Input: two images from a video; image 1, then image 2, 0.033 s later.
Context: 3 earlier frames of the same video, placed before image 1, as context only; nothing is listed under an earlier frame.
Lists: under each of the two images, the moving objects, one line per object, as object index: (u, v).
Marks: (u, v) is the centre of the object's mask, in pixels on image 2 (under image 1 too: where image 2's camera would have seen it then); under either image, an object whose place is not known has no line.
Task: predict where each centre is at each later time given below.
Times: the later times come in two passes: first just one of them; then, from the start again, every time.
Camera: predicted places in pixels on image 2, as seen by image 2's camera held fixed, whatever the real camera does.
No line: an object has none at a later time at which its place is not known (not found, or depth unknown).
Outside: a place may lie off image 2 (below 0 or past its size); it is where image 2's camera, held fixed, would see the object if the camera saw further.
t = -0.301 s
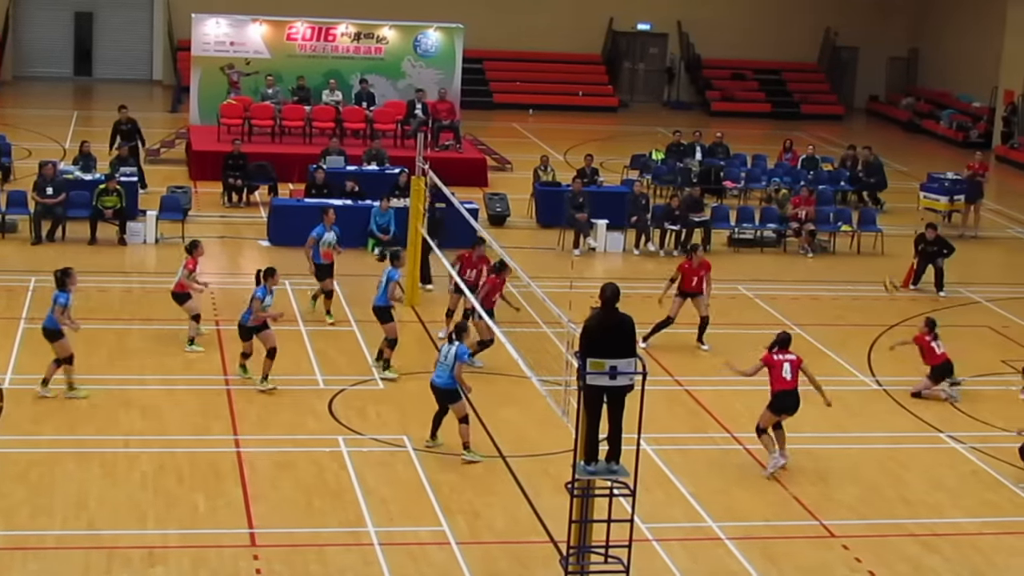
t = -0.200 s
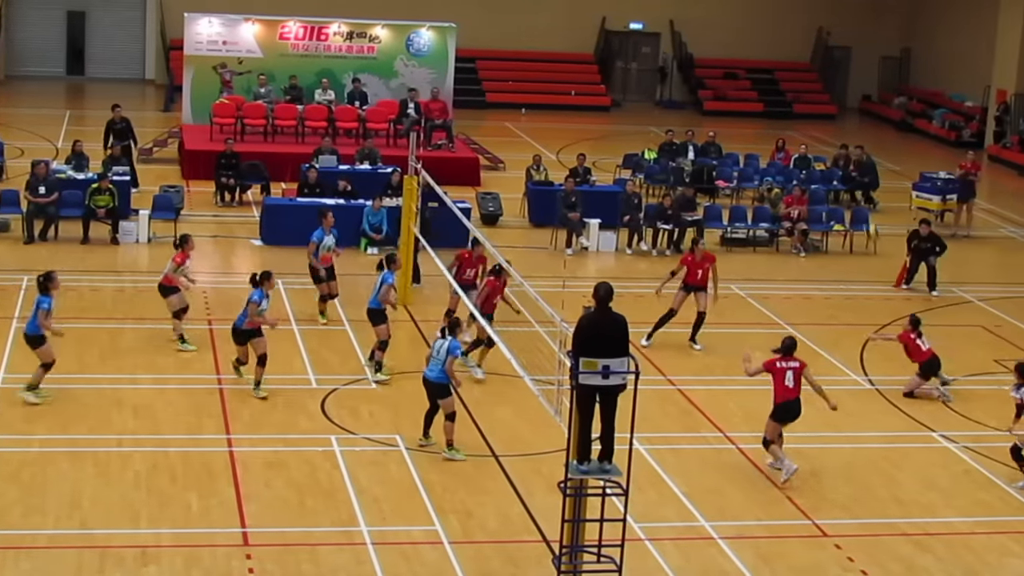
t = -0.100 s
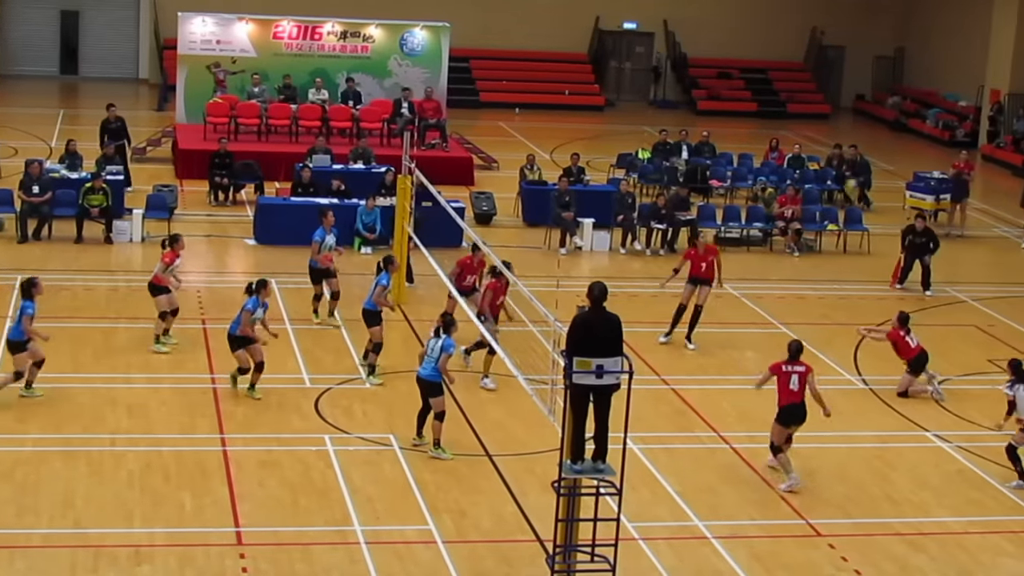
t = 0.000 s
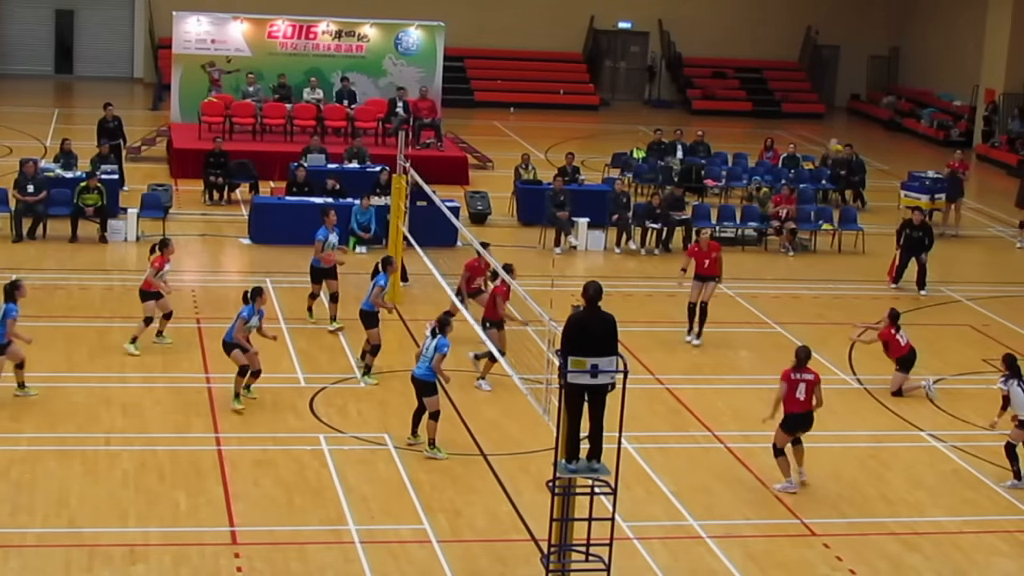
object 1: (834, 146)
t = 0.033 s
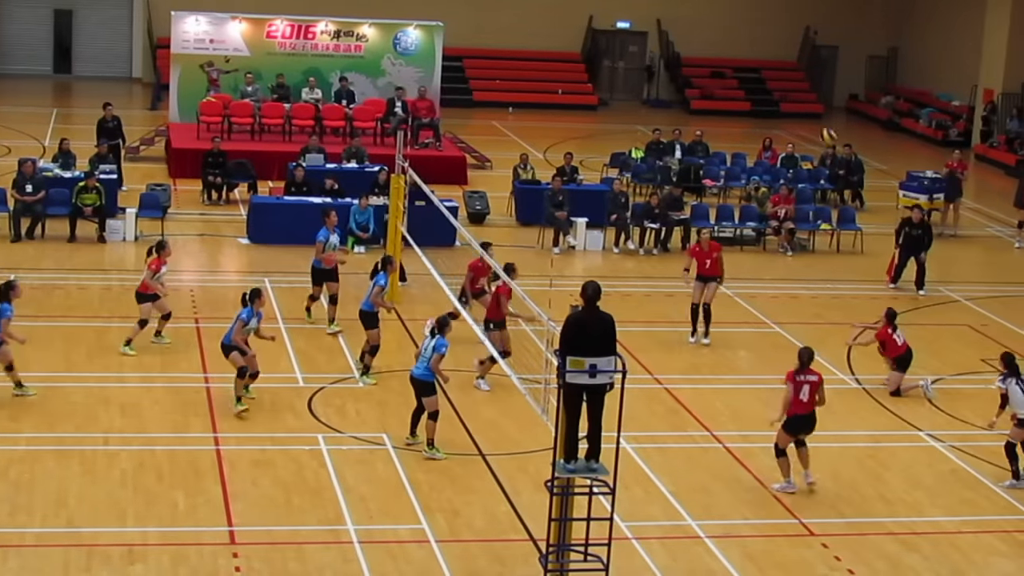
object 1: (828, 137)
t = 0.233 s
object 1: (797, 86)
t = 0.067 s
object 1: (820, 125)
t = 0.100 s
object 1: (817, 116)
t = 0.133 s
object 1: (812, 108)
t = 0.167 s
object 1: (807, 100)
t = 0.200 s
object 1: (803, 93)
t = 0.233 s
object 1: (797, 86)
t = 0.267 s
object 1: (793, 80)
